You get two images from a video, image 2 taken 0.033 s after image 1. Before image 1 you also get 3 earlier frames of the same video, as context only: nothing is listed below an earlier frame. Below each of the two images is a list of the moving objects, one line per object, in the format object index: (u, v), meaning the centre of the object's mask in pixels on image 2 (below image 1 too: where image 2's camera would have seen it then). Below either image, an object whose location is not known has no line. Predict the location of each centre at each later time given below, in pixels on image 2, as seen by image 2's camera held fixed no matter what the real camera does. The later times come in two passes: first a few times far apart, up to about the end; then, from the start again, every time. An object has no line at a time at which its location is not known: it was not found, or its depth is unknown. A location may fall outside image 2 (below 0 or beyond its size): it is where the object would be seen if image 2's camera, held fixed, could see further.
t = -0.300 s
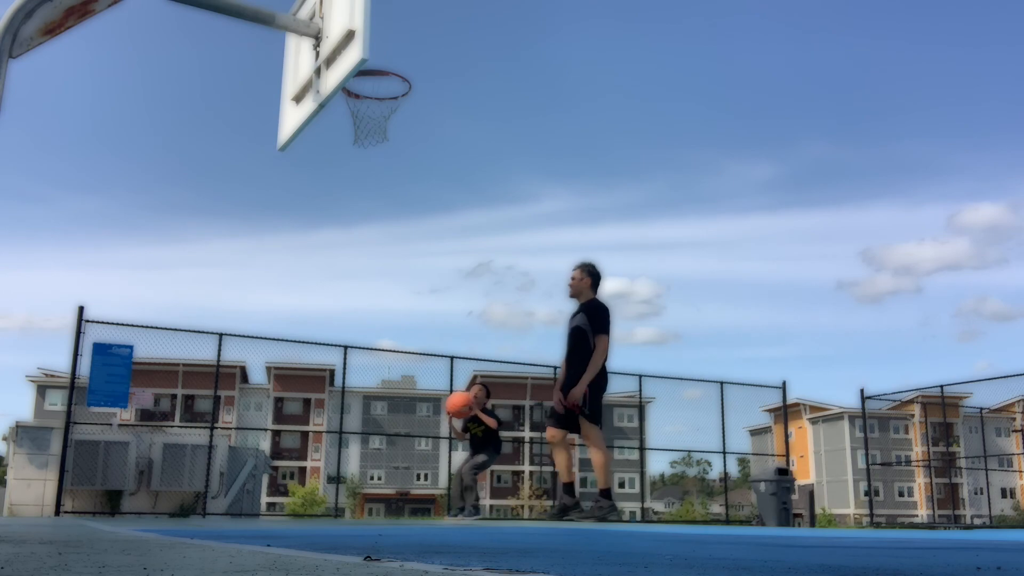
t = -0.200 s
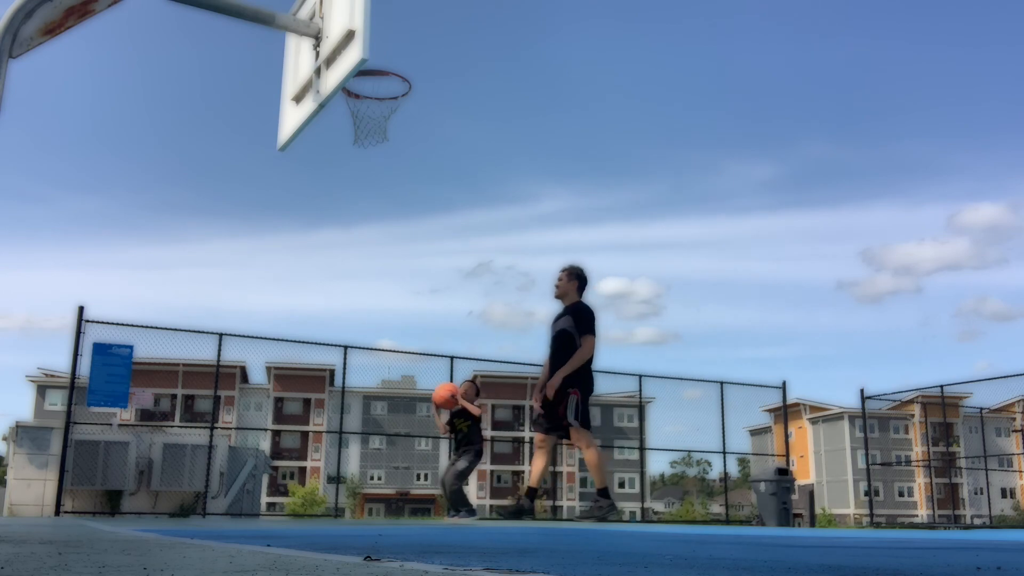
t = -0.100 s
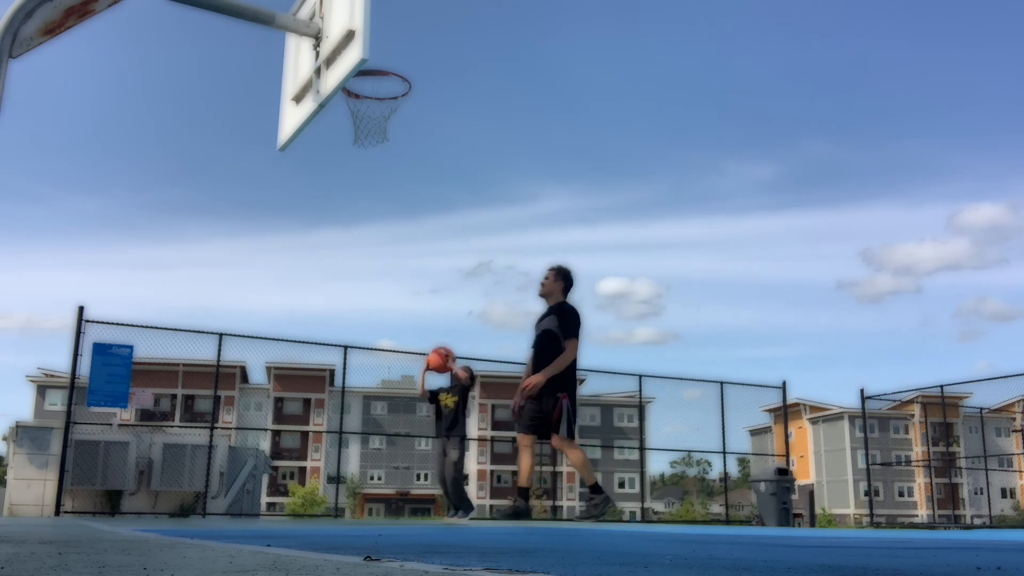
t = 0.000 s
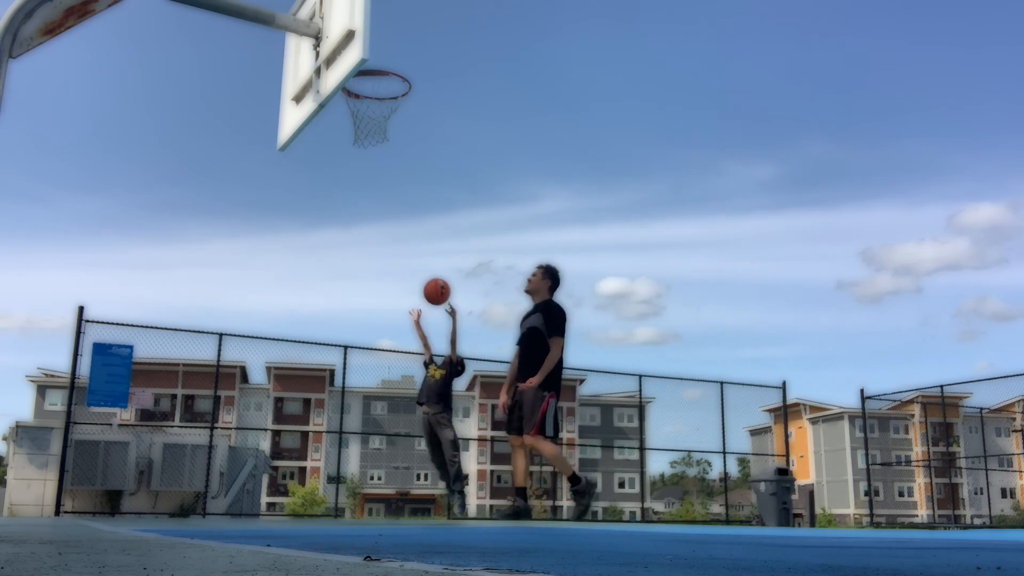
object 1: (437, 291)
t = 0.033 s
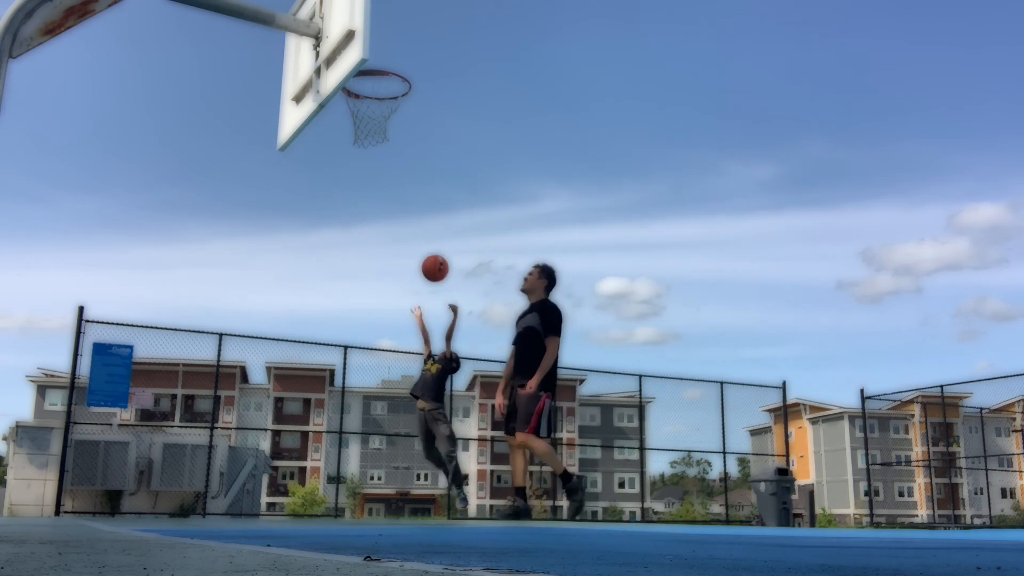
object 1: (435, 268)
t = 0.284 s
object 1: (419, 134)
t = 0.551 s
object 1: (398, 67)
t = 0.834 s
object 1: (370, 90)
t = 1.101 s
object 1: (364, 140)
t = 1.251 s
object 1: (361, 202)
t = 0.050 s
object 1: (434, 257)
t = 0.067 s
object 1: (433, 246)
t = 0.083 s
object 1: (432, 235)
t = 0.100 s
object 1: (431, 226)
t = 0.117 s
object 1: (430, 215)
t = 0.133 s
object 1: (429, 206)
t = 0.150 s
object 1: (428, 197)
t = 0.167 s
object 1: (427, 188)
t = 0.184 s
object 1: (426, 179)
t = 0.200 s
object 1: (425, 171)
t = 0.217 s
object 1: (424, 163)
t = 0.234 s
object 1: (423, 155)
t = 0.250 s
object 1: (422, 148)
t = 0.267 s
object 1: (421, 140)
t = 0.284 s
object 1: (419, 134)
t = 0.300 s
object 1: (418, 127)
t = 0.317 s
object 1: (417, 121)
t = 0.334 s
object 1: (416, 115)
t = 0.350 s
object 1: (414, 110)
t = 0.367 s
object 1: (414, 105)
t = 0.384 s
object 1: (412, 99)
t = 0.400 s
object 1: (411, 95)
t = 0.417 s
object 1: (410, 91)
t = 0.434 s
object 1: (408, 87)
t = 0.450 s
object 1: (407, 83)
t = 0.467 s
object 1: (406, 79)
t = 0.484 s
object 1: (404, 76)
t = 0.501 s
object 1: (403, 74)
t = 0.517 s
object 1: (401, 71)
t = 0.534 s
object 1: (400, 69)
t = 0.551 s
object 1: (398, 67)
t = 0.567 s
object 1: (397, 66)
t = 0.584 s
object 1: (395, 64)
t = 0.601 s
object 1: (394, 64)
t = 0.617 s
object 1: (393, 63)
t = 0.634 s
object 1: (391, 63)
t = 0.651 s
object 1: (389, 64)
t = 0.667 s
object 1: (388, 64)
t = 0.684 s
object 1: (386, 65)
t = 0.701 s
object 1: (384, 66)
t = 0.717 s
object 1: (383, 68)
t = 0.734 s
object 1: (381, 70)
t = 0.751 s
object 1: (379, 72)
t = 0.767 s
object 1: (377, 75)
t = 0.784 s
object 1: (375, 78)
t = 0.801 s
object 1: (373, 82)
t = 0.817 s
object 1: (372, 87)
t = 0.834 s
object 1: (370, 90)
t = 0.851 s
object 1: (368, 94)
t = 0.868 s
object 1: (366, 98)
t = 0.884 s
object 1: (365, 101)
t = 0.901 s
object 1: (364, 103)
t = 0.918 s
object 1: (364, 105)
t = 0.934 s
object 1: (364, 106)
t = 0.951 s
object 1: (364, 108)
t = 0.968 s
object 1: (364, 110)
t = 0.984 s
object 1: (364, 114)
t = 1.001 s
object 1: (364, 116)
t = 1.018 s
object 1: (364, 119)
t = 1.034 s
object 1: (364, 122)
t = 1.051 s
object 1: (364, 126)
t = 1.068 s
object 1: (364, 130)
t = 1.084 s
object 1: (364, 135)
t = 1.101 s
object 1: (364, 140)
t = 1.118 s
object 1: (363, 146)
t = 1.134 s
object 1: (363, 152)
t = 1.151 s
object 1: (362, 158)
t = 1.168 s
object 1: (362, 164)
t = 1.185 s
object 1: (362, 171)
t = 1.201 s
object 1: (362, 178)
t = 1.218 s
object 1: (361, 186)
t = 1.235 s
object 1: (361, 194)
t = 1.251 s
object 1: (361, 202)
